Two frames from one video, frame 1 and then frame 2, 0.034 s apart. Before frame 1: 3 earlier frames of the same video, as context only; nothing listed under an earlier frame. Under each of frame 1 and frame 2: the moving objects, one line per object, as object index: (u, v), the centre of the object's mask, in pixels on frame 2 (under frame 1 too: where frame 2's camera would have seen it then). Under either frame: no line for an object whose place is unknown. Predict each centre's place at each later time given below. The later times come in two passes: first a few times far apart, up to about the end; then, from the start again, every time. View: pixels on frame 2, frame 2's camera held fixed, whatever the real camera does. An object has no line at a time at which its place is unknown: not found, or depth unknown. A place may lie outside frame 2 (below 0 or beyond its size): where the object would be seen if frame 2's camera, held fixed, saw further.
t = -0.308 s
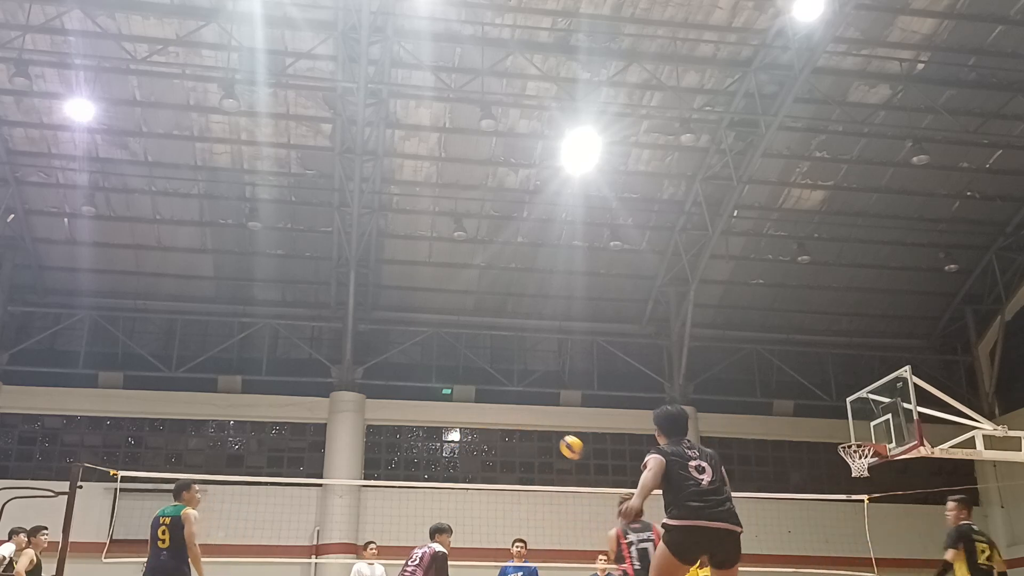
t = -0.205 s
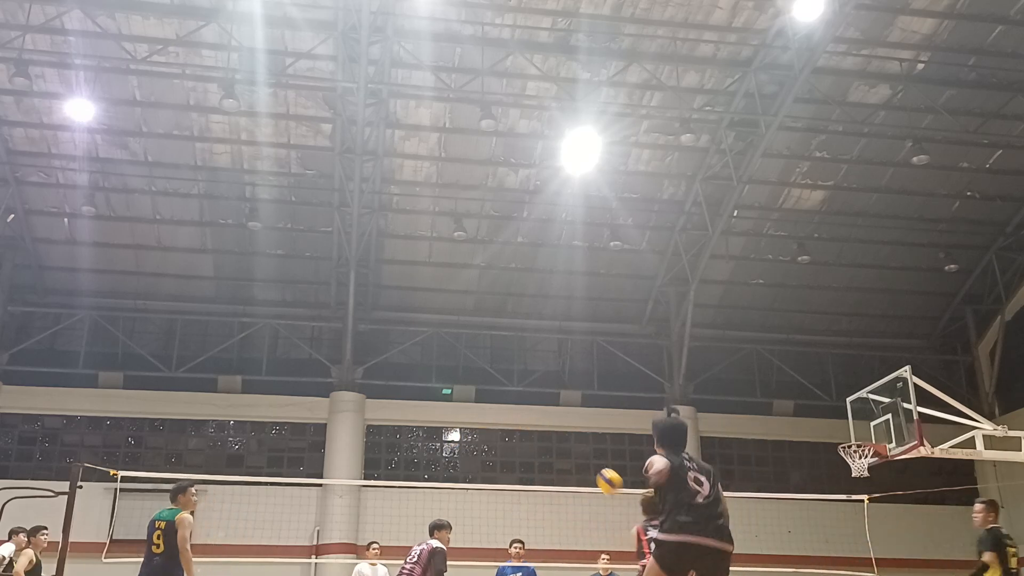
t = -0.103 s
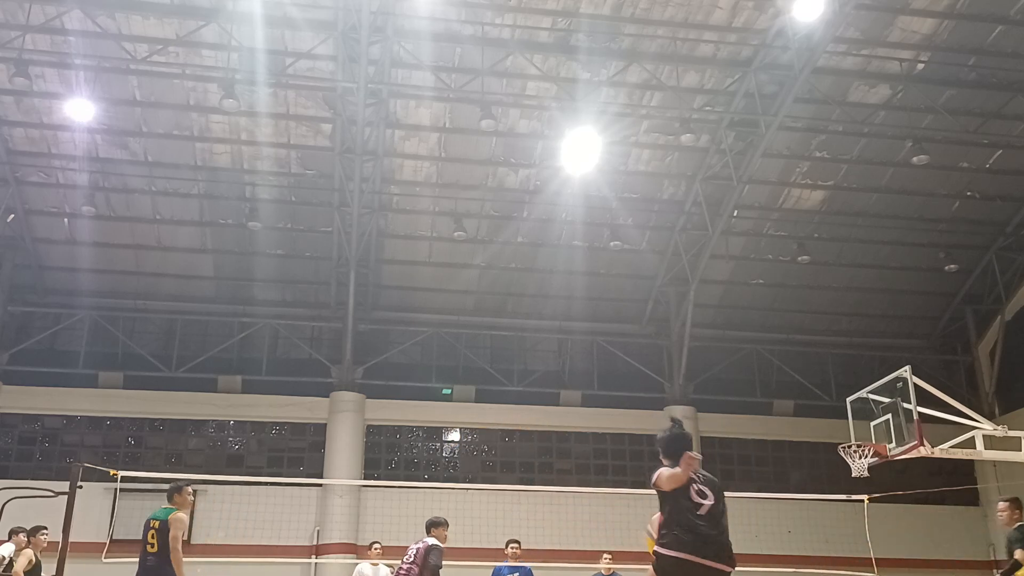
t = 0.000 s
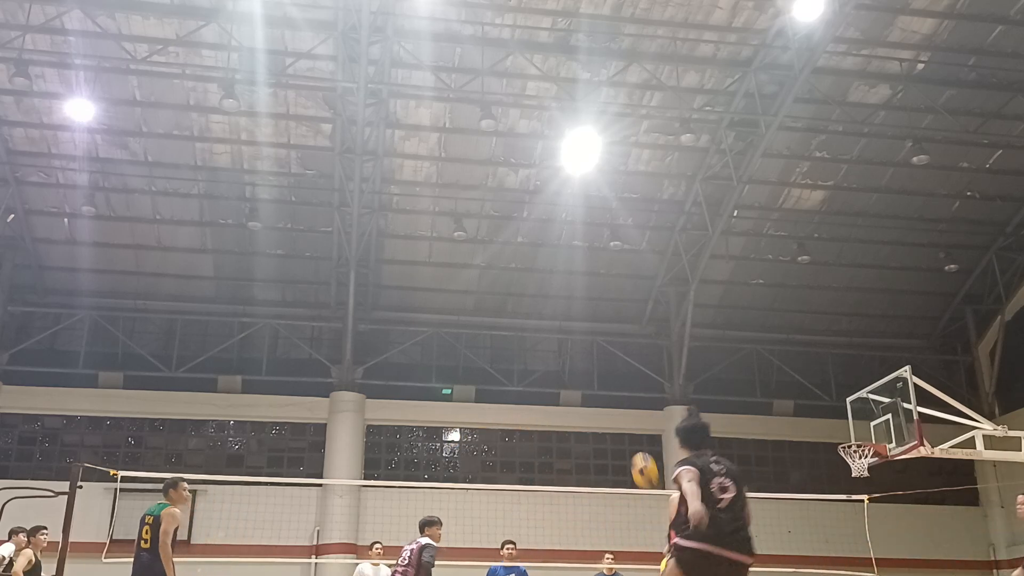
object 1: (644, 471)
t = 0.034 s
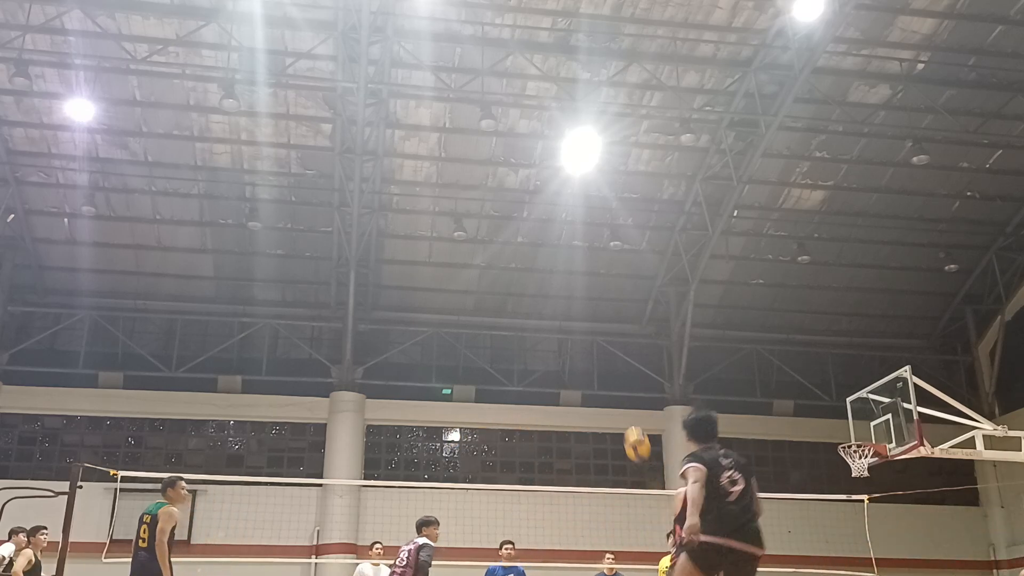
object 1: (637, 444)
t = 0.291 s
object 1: (590, 309)
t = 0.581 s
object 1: (552, 258)
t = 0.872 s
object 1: (518, 283)
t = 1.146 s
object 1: (490, 371)
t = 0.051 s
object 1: (633, 431)
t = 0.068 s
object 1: (629, 419)
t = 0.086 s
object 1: (626, 409)
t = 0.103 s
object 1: (622, 397)
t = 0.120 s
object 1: (619, 388)
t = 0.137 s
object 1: (616, 378)
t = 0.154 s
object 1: (613, 369)
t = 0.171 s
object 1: (610, 360)
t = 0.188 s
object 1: (607, 351)
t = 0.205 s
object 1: (604, 343)
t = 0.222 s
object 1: (601, 336)
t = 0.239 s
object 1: (599, 329)
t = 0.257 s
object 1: (596, 322)
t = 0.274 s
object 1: (593, 316)
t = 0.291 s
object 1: (590, 309)
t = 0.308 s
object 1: (588, 304)
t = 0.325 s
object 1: (585, 298)
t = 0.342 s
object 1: (583, 293)
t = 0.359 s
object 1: (581, 289)
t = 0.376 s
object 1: (578, 285)
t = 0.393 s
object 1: (576, 281)
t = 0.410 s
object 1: (573, 277)
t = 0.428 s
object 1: (571, 274)
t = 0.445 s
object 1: (569, 271)
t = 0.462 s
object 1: (567, 268)
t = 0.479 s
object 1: (565, 266)
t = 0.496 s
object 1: (562, 264)
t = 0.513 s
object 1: (560, 262)
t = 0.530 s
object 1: (558, 261)
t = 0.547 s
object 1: (556, 259)
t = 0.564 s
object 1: (554, 258)
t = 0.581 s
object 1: (552, 258)
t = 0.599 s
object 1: (550, 257)
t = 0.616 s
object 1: (548, 257)
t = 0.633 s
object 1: (545, 256)
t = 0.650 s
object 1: (543, 257)
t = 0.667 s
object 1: (541, 258)
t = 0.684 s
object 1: (540, 258)
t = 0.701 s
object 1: (538, 260)
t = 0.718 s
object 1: (536, 261)
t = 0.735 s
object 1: (534, 263)
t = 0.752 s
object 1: (532, 264)
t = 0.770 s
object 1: (530, 266)
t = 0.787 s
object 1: (528, 268)
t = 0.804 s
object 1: (526, 271)
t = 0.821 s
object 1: (524, 273)
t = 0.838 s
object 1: (522, 277)
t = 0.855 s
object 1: (520, 280)
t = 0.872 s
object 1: (518, 283)
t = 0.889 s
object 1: (517, 287)
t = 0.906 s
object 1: (515, 291)
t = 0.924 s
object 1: (513, 295)
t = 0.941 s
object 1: (511, 300)
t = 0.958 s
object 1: (509, 304)
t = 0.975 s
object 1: (508, 309)
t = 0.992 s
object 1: (506, 314)
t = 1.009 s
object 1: (504, 319)
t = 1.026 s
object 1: (502, 325)
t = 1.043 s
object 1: (501, 331)
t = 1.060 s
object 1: (499, 337)
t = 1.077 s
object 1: (498, 343)
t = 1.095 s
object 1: (495, 350)
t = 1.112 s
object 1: (494, 357)
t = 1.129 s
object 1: (492, 364)
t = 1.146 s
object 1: (490, 371)
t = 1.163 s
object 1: (489, 379)
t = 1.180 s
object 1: (487, 387)
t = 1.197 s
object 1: (485, 393)
